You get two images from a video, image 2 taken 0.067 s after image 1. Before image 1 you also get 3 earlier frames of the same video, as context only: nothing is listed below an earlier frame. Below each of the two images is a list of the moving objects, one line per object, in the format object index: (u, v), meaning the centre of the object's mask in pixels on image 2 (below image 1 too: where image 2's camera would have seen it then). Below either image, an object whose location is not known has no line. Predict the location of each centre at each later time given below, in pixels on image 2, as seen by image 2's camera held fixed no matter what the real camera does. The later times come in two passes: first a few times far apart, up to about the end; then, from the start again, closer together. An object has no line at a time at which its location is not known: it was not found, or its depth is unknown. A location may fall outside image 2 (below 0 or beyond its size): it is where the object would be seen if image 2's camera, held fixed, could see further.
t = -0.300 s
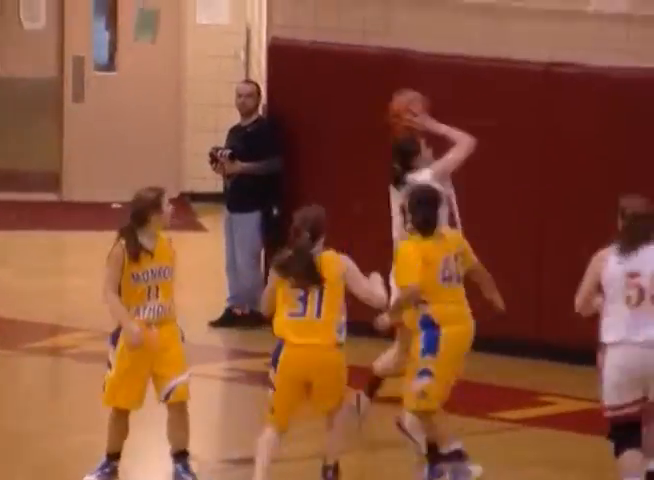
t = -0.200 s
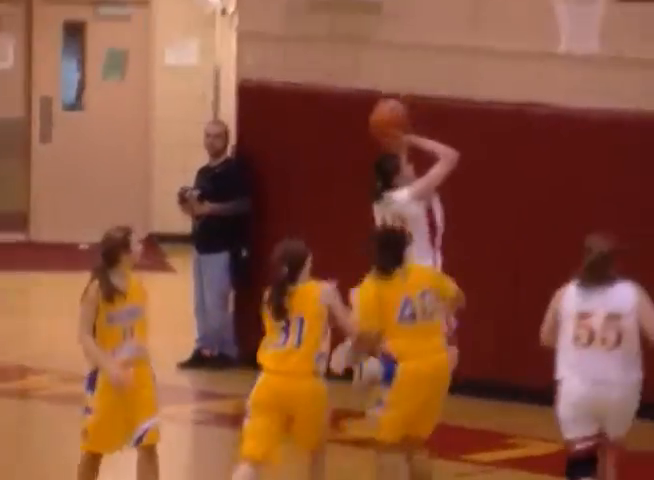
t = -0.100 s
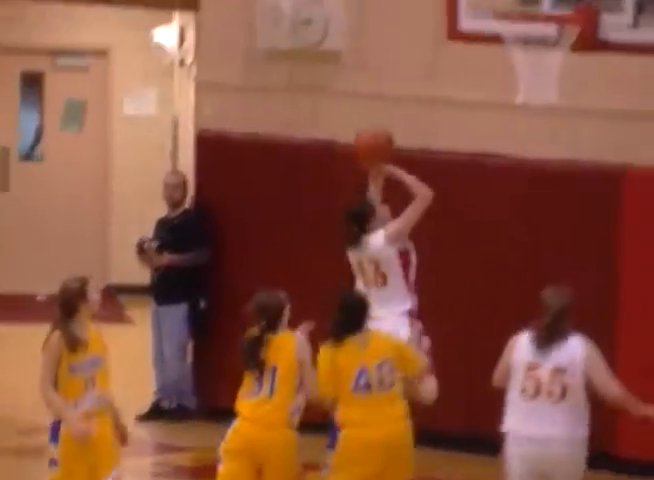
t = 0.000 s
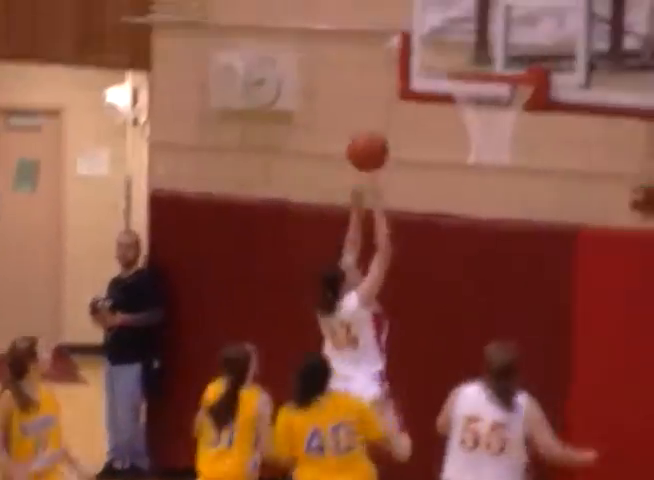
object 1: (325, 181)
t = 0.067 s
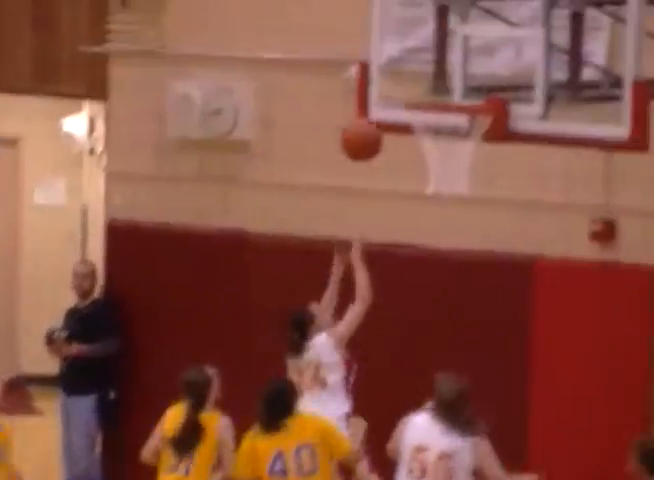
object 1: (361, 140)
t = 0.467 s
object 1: (435, 92)
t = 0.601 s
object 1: (435, 134)
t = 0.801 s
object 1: (444, 209)
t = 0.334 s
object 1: (436, 81)
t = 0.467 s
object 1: (435, 92)
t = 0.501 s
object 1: (436, 101)
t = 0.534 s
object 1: (434, 114)
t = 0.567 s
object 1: (435, 123)
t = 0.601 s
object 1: (435, 134)
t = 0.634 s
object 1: (438, 144)
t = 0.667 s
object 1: (439, 155)
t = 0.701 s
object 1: (438, 162)
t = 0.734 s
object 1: (441, 191)
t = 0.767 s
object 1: (443, 198)
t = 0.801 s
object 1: (444, 209)
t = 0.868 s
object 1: (446, 244)
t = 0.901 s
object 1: (446, 267)
